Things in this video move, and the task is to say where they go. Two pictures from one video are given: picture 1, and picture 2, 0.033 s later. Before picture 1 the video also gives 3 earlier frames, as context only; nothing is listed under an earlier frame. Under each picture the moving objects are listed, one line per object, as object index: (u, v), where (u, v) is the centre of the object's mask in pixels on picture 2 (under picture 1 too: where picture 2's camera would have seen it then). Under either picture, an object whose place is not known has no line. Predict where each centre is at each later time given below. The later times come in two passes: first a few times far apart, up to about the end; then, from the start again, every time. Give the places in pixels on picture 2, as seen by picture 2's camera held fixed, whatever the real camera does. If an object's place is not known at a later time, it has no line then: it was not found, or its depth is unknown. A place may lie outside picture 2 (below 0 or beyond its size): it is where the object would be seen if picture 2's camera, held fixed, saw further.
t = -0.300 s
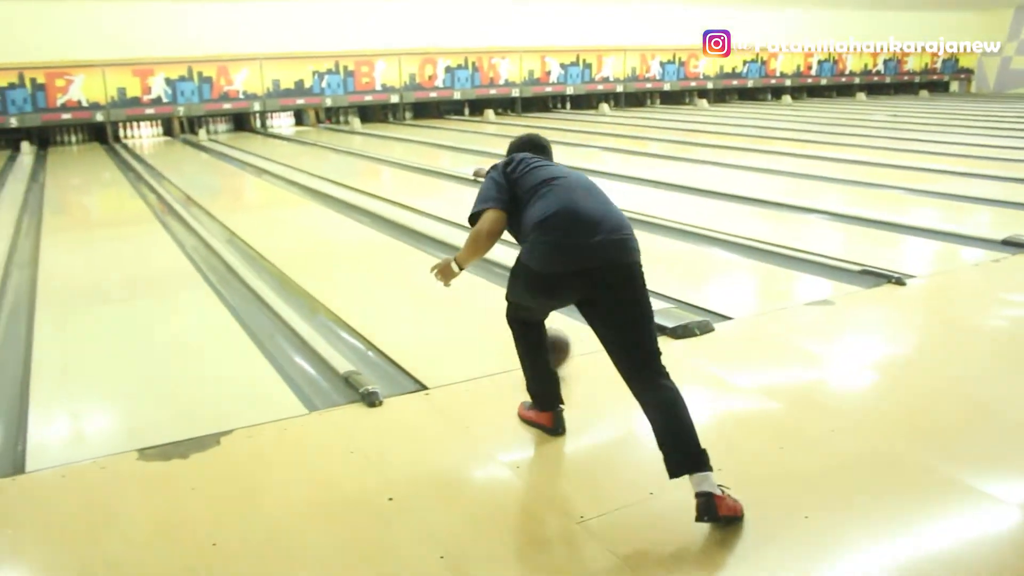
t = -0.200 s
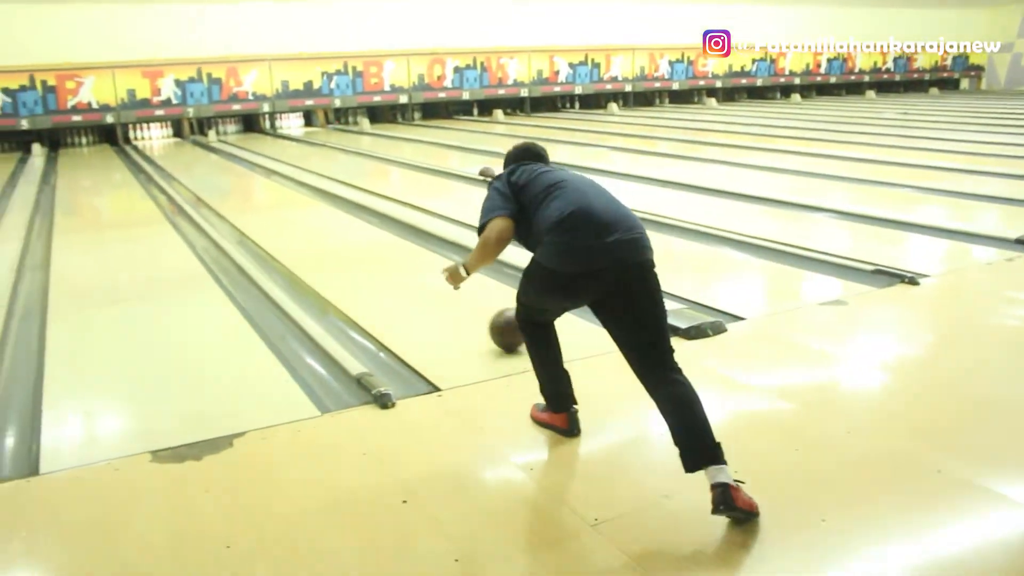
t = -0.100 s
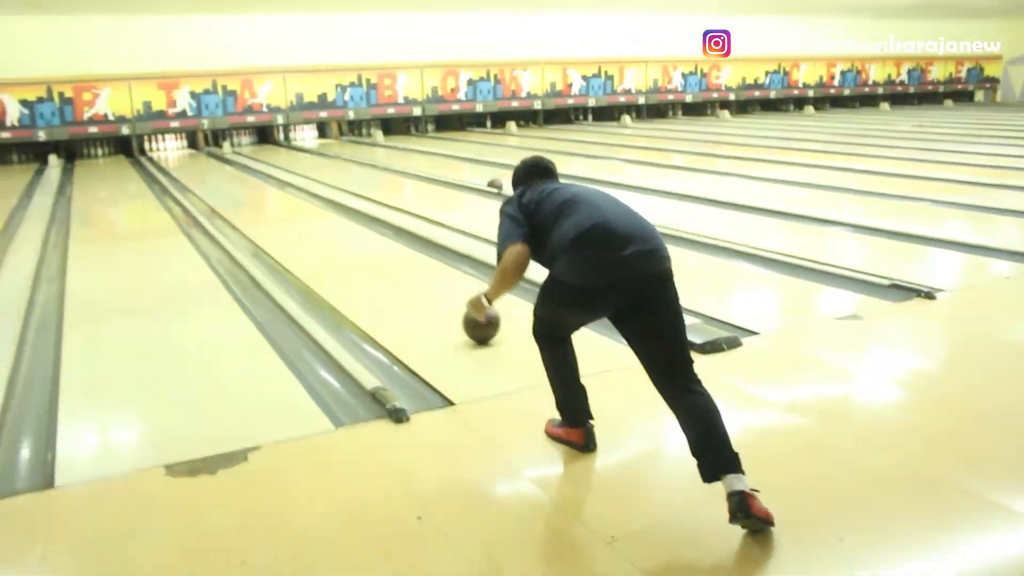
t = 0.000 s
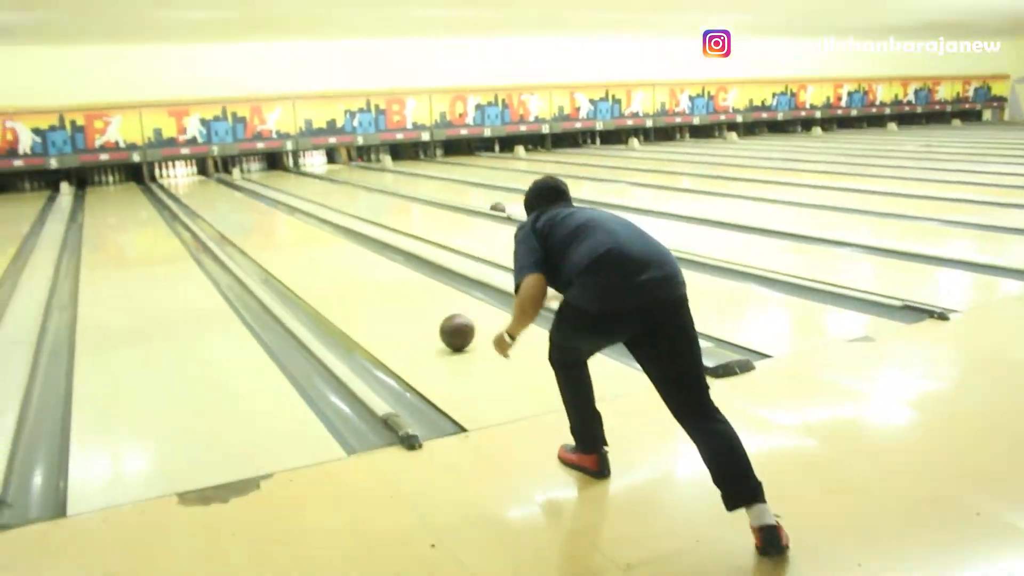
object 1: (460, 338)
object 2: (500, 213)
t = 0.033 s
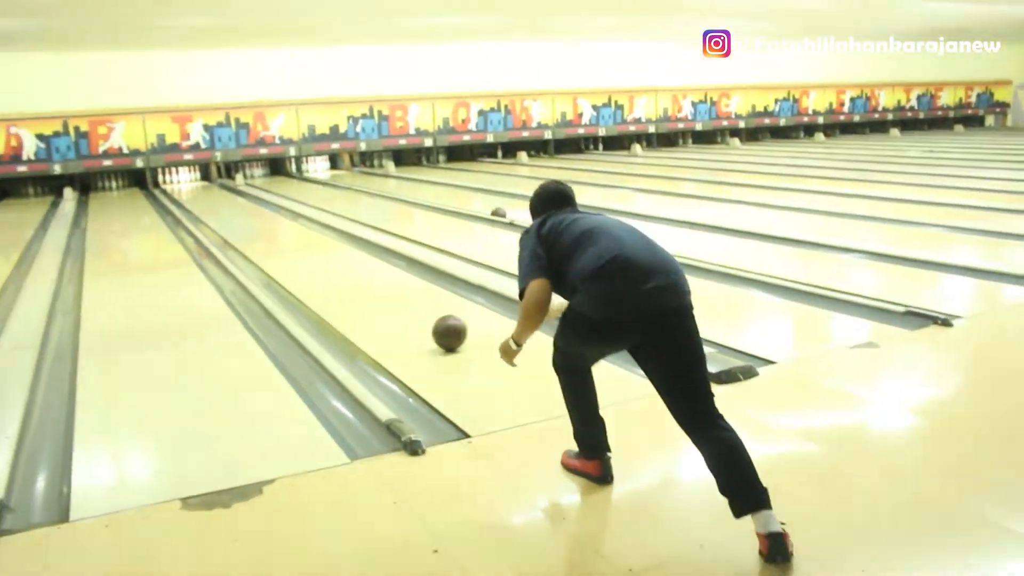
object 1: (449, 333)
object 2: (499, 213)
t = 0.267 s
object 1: (391, 306)
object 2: (489, 211)
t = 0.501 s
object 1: (347, 287)
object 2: (477, 208)
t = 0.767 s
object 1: (310, 270)
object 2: (466, 206)
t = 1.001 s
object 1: (284, 259)
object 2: (455, 204)
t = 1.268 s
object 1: (259, 249)
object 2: (445, 203)
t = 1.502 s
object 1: (240, 242)
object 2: (435, 201)
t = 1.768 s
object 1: (219, 239)
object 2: (426, 199)
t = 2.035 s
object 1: (210, 233)
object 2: (416, 199)
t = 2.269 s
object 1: (203, 227)
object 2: (408, 197)
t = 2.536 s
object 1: (196, 221)
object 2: (400, 195)
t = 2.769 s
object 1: (189, 216)
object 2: (394, 193)
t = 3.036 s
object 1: (185, 212)
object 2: (386, 192)
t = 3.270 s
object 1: (180, 209)
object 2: (380, 191)
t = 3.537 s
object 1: (175, 204)
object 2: (373, 190)
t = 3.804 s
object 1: (172, 201)
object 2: (367, 188)
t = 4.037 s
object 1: (170, 199)
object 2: (363, 188)
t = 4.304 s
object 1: (168, 196)
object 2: (360, 186)
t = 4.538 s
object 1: (167, 193)
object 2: (357, 184)
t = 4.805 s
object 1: (163, 191)
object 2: (352, 183)
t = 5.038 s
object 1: (159, 190)
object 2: (344, 182)
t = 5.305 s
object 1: (157, 190)
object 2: (338, 184)
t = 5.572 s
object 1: (153, 189)
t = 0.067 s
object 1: (440, 328)
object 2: (497, 212)
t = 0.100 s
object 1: (431, 325)
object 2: (496, 212)
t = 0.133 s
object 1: (422, 321)
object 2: (494, 212)
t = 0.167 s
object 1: (414, 317)
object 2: (493, 212)
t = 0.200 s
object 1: (406, 313)
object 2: (491, 211)
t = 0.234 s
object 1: (398, 310)
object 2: (490, 211)
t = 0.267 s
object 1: (391, 306)
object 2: (489, 211)
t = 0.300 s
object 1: (384, 303)
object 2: (487, 211)
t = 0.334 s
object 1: (378, 300)
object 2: (486, 210)
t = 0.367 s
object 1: (371, 297)
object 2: (484, 210)
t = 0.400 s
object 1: (365, 295)
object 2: (482, 209)
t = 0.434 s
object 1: (359, 292)
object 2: (480, 209)
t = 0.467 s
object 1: (353, 289)
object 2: (479, 209)
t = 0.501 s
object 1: (347, 287)
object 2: (477, 208)
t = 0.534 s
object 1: (342, 285)
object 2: (476, 208)
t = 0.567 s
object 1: (337, 282)
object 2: (474, 207)
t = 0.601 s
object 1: (332, 280)
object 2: (473, 207)
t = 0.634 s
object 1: (328, 278)
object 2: (472, 207)
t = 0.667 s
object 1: (323, 276)
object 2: (470, 206)
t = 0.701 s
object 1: (319, 274)
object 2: (469, 206)
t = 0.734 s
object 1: (315, 272)
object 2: (467, 206)
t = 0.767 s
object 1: (310, 270)
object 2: (466, 206)
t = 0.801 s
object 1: (306, 269)
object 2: (465, 206)
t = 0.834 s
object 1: (302, 267)
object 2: (463, 205)
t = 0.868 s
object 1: (299, 265)
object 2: (462, 205)
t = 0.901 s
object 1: (295, 264)
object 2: (460, 205)
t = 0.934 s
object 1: (291, 262)
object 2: (458, 204)
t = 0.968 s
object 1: (287, 261)
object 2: (457, 204)
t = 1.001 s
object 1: (284, 259)
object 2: (455, 204)
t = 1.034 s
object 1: (281, 258)
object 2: (453, 204)
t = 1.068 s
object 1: (277, 257)
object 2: (452, 204)
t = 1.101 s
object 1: (274, 255)
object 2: (451, 203)
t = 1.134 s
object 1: (271, 254)
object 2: (450, 203)
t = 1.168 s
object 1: (268, 253)
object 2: (449, 203)
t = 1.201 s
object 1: (265, 252)
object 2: (448, 203)
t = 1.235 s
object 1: (262, 250)
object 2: (447, 203)
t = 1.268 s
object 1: (259, 249)
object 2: (445, 203)
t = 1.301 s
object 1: (256, 248)
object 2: (444, 203)
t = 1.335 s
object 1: (253, 247)
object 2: (442, 202)
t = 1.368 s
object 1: (250, 246)
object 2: (440, 202)
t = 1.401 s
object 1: (248, 245)
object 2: (439, 202)
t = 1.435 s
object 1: (245, 244)
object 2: (437, 202)
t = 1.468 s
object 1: (243, 243)
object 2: (436, 201)
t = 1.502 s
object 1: (240, 242)
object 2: (435, 201)
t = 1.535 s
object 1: (237, 240)
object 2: (434, 201)
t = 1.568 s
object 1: (235, 240)
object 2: (433, 201)
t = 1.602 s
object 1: (232, 239)
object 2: (432, 201)
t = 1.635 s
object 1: (230, 238)
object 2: (431, 200)
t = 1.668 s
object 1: (227, 238)
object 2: (430, 200)
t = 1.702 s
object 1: (224, 238)
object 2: (429, 200)
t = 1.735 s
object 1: (222, 239)
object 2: (427, 200)
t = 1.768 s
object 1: (219, 239)
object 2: (426, 199)
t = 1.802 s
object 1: (217, 238)
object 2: (425, 199)
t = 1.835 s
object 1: (216, 236)
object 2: (423, 199)
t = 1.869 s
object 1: (216, 236)
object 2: (422, 199)
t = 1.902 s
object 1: (216, 236)
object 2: (421, 198)
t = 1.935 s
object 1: (214, 235)
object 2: (420, 199)
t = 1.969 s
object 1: (211, 234)
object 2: (418, 199)
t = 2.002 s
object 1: (210, 233)
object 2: (417, 198)
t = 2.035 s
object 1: (210, 233)
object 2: (416, 199)
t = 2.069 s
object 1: (209, 232)
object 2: (415, 198)
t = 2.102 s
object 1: (209, 231)
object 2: (414, 198)
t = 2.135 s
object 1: (208, 230)
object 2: (413, 197)
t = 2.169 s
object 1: (206, 229)
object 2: (412, 197)
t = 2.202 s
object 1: (205, 229)
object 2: (411, 197)
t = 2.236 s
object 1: (205, 228)
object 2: (409, 197)
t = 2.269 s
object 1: (203, 227)
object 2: (408, 197)
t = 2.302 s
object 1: (202, 226)
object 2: (407, 196)
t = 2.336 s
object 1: (201, 226)
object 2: (405, 196)
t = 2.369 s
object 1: (200, 225)
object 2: (404, 196)
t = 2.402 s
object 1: (199, 224)
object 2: (404, 196)
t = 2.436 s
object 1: (199, 224)
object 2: (403, 196)
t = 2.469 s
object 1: (197, 223)
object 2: (402, 195)
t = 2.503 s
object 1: (197, 221)
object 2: (401, 195)
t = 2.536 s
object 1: (196, 221)
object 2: (400, 195)
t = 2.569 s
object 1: (196, 221)
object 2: (399, 195)
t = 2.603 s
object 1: (195, 220)
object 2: (398, 195)
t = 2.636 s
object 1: (194, 219)
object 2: (397, 194)
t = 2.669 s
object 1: (192, 218)
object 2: (396, 194)
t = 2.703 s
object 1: (191, 218)
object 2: (396, 194)
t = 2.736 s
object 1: (190, 217)
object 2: (395, 193)
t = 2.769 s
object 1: (189, 216)
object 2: (394, 193)
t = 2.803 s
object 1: (189, 216)
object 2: (392, 193)
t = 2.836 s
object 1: (189, 215)
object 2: (391, 193)
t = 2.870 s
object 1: (188, 215)
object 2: (390, 193)
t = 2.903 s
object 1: (187, 214)
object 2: (389, 193)
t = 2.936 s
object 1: (187, 214)
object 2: (389, 192)
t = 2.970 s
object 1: (186, 213)
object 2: (388, 192)
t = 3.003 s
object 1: (186, 213)
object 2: (387, 192)
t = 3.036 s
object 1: (185, 212)
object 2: (386, 192)
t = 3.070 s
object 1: (183, 212)
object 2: (385, 192)
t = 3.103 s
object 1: (183, 211)
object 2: (384, 192)
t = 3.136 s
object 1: (182, 210)
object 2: (383, 191)
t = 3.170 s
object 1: (182, 210)
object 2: (383, 191)
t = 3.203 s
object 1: (181, 210)
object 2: (382, 191)
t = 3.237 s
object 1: (181, 210)
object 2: (381, 191)
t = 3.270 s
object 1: (180, 209)
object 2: (380, 191)
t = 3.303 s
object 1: (180, 209)
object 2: (379, 191)
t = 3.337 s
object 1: (179, 208)
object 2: (377, 191)
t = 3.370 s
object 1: (178, 208)
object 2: (377, 191)
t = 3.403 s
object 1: (178, 207)
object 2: (376, 190)
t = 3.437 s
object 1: (178, 207)
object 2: (375, 190)
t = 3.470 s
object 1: (177, 206)
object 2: (374, 190)
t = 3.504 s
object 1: (177, 206)
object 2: (374, 190)
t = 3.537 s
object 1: (175, 204)
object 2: (373, 190)
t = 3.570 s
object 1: (174, 203)
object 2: (373, 189)
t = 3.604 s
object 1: (174, 203)
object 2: (372, 189)
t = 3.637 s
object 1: (173, 203)
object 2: (371, 189)
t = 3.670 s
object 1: (173, 203)
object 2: (370, 189)
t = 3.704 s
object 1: (173, 203)
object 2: (370, 188)
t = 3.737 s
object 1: (173, 202)
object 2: (369, 188)
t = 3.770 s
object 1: (172, 201)
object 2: (367, 188)
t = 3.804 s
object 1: (172, 201)
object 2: (367, 188)
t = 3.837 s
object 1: (172, 201)
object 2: (367, 188)
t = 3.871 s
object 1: (172, 201)
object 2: (366, 188)
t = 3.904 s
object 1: (171, 201)
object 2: (365, 188)
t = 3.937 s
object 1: (171, 201)
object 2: (365, 188)
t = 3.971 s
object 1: (170, 200)
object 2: (364, 188)
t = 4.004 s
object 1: (171, 200)
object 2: (364, 189)
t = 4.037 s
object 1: (170, 199)
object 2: (363, 188)
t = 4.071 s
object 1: (169, 198)
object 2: (363, 188)
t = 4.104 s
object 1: (168, 198)
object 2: (362, 188)
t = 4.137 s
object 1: (169, 197)
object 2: (362, 187)
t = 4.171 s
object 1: (168, 197)
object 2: (361, 187)
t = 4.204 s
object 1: (168, 196)
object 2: (360, 186)
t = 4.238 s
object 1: (168, 196)
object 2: (359, 186)
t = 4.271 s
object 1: (168, 196)
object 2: (360, 186)
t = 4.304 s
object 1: (168, 196)
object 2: (360, 186)
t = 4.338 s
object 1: (167, 196)
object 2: (359, 186)
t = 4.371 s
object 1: (168, 194)
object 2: (359, 185)
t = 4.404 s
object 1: (167, 194)
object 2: (359, 185)
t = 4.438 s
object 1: (168, 194)
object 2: (359, 184)
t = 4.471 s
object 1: (167, 194)
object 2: (359, 185)
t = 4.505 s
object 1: (167, 193)
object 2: (358, 184)
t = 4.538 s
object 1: (167, 193)
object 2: (357, 184)
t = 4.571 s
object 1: (166, 193)
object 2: (357, 184)
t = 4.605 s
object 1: (166, 192)
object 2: (357, 183)
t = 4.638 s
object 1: (166, 192)
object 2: (355, 184)
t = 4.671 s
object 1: (167, 192)
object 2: (354, 183)
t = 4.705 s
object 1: (165, 192)
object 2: (354, 183)
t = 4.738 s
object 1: (165, 192)
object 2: (353, 183)
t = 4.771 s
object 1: (164, 191)
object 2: (352, 183)
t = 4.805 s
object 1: (163, 191)
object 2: (352, 183)
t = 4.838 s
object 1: (163, 191)
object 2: (351, 183)
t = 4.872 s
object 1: (163, 190)
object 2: (350, 183)
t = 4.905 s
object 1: (162, 190)
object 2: (349, 182)
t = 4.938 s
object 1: (162, 190)
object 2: (348, 182)
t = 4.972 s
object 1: (161, 190)
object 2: (347, 182)
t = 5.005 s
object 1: (161, 191)
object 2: (345, 182)
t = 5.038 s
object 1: (159, 190)
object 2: (344, 182)
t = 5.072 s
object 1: (160, 190)
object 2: (344, 182)
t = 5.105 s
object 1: (160, 190)
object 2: (343, 182)
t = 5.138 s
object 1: (159, 190)
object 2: (342, 183)
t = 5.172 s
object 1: (158, 190)
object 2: (340, 183)
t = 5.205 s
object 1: (158, 190)
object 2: (339, 183)
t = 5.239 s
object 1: (158, 190)
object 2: (338, 183)
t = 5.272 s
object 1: (158, 190)
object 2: (337, 183)
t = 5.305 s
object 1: (157, 190)
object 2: (338, 184)
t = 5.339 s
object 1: (158, 190)
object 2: (337, 184)
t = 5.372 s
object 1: (157, 190)
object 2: (336, 183)
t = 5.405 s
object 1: (155, 190)
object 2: (335, 183)
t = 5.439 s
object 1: (156, 190)
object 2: (335, 183)
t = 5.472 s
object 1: (157, 189)
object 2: (333, 182)
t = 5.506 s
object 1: (153, 189)
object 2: (332, 182)
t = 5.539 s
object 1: (154, 190)
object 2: (331, 183)
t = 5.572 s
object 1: (153, 189)
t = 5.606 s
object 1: (152, 190)
